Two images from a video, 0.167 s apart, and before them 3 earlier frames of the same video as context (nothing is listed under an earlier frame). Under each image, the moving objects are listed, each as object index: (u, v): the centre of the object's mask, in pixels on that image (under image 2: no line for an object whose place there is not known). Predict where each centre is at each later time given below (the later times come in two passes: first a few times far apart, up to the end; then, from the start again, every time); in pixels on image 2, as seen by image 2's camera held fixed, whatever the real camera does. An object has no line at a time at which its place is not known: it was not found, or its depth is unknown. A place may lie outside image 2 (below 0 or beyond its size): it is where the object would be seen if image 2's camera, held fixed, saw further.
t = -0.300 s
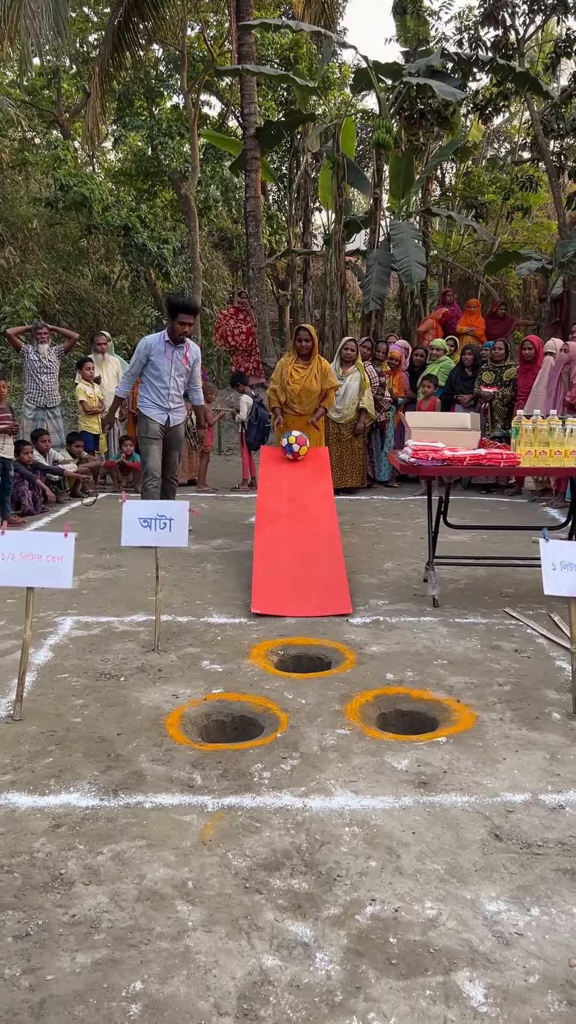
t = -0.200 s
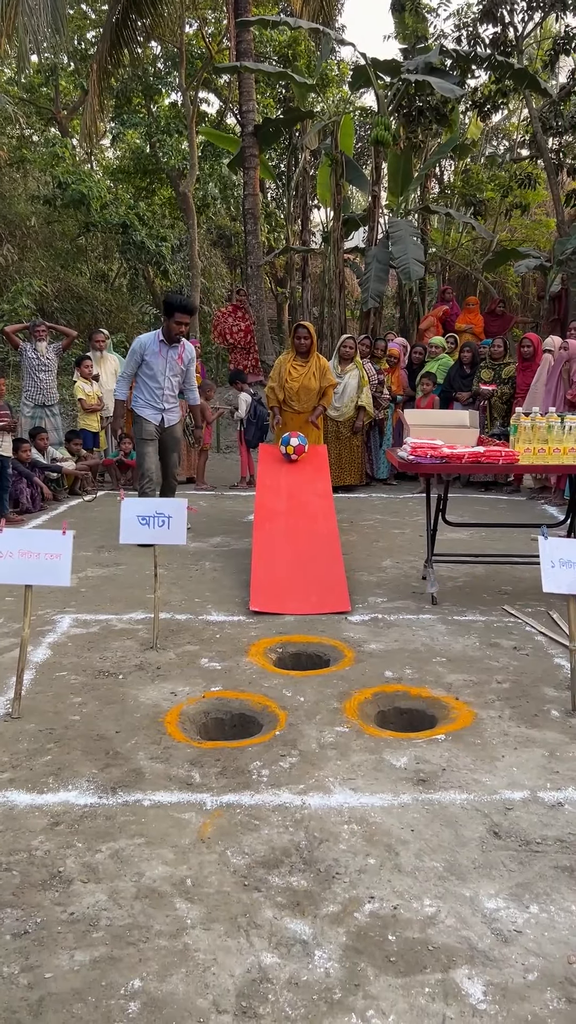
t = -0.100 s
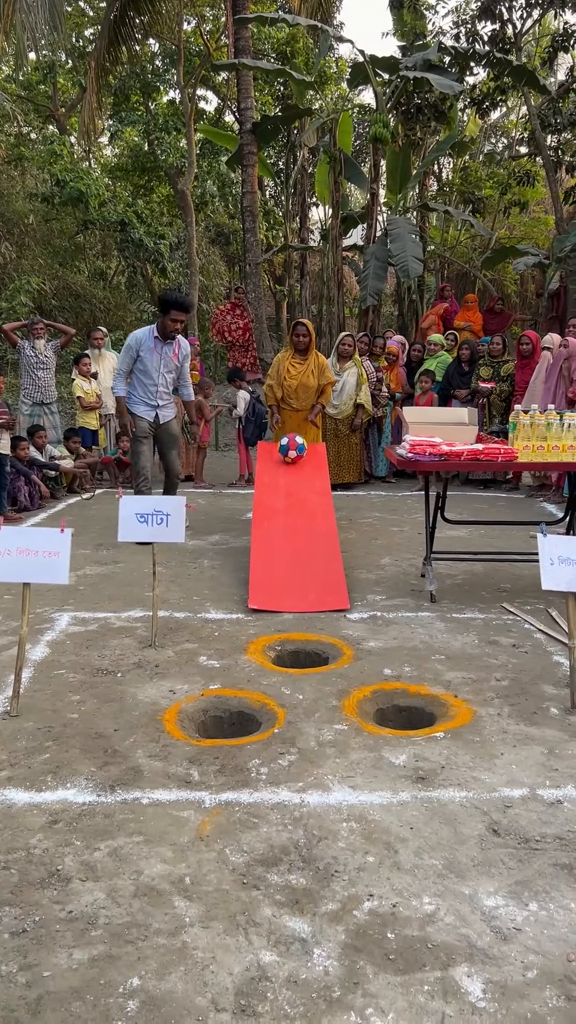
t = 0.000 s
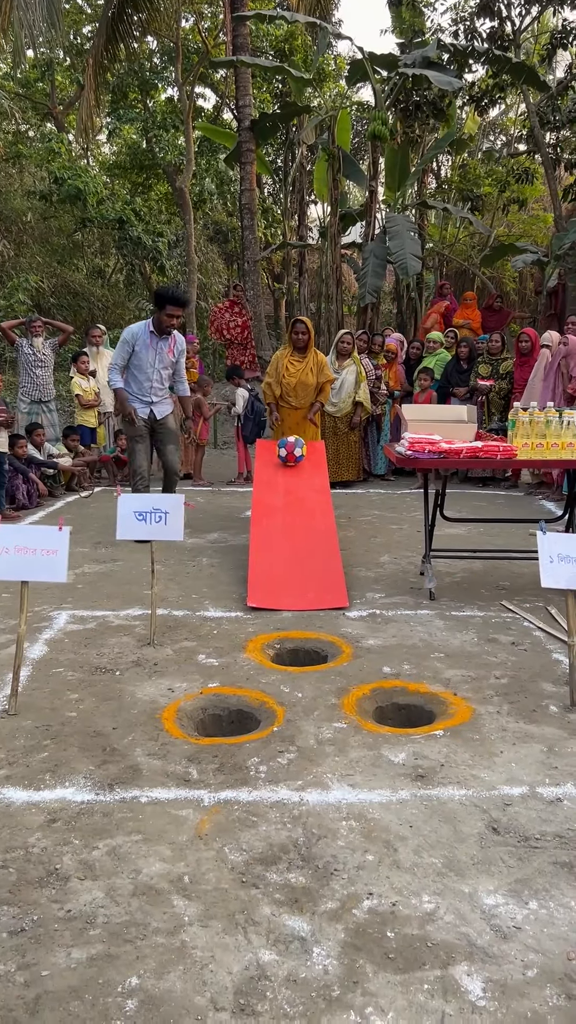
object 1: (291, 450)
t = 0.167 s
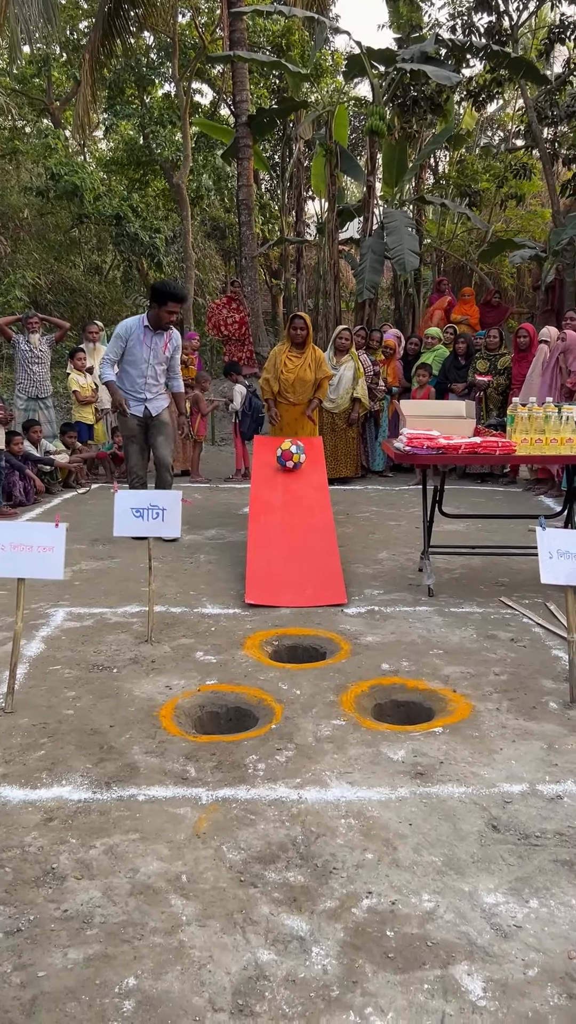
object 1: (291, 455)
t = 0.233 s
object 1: (292, 459)
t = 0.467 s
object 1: (297, 478)
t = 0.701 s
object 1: (303, 499)
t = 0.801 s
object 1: (307, 511)
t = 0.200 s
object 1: (291, 457)
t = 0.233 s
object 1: (292, 459)
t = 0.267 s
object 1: (292, 461)
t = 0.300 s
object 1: (293, 464)
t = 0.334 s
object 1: (293, 467)
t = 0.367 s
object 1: (295, 469)
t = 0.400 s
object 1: (295, 472)
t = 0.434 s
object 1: (296, 474)
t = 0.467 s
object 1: (297, 478)
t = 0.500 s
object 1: (298, 480)
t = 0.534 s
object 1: (298, 483)
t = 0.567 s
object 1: (299, 487)
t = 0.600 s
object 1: (300, 489)
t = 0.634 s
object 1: (301, 492)
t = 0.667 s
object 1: (302, 496)
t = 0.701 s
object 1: (303, 499)
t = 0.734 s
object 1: (304, 503)
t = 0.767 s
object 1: (305, 508)
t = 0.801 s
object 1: (307, 511)
